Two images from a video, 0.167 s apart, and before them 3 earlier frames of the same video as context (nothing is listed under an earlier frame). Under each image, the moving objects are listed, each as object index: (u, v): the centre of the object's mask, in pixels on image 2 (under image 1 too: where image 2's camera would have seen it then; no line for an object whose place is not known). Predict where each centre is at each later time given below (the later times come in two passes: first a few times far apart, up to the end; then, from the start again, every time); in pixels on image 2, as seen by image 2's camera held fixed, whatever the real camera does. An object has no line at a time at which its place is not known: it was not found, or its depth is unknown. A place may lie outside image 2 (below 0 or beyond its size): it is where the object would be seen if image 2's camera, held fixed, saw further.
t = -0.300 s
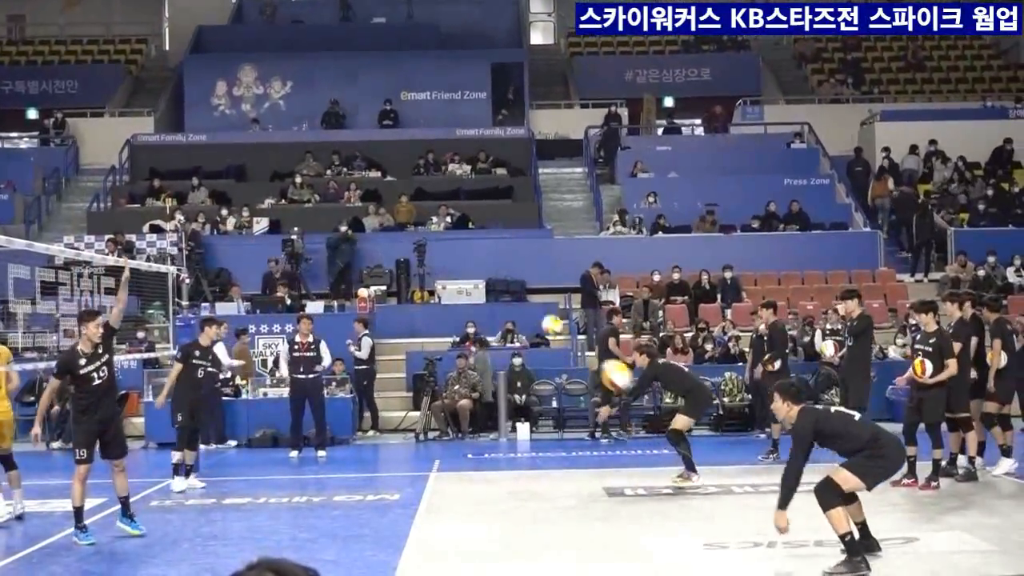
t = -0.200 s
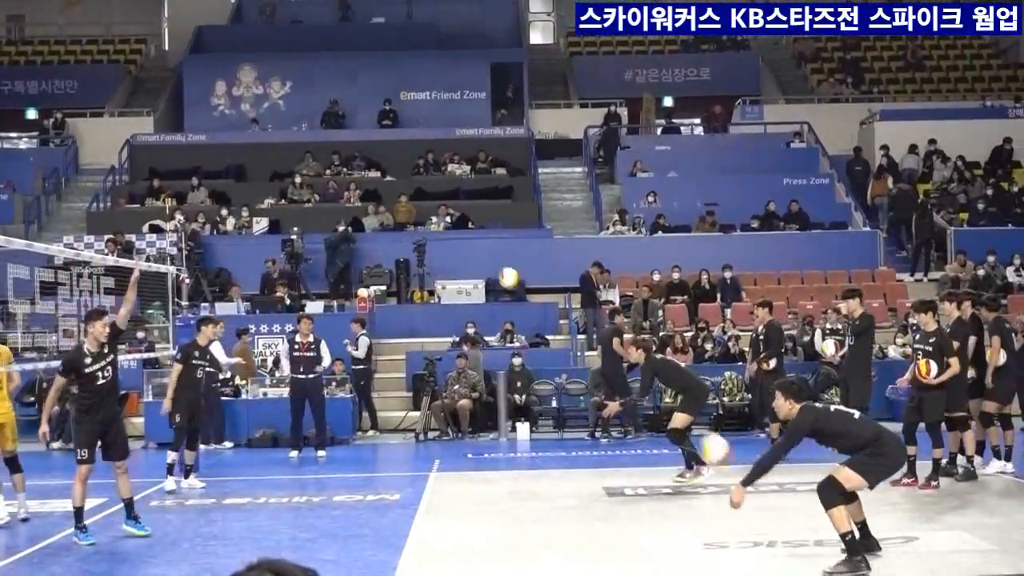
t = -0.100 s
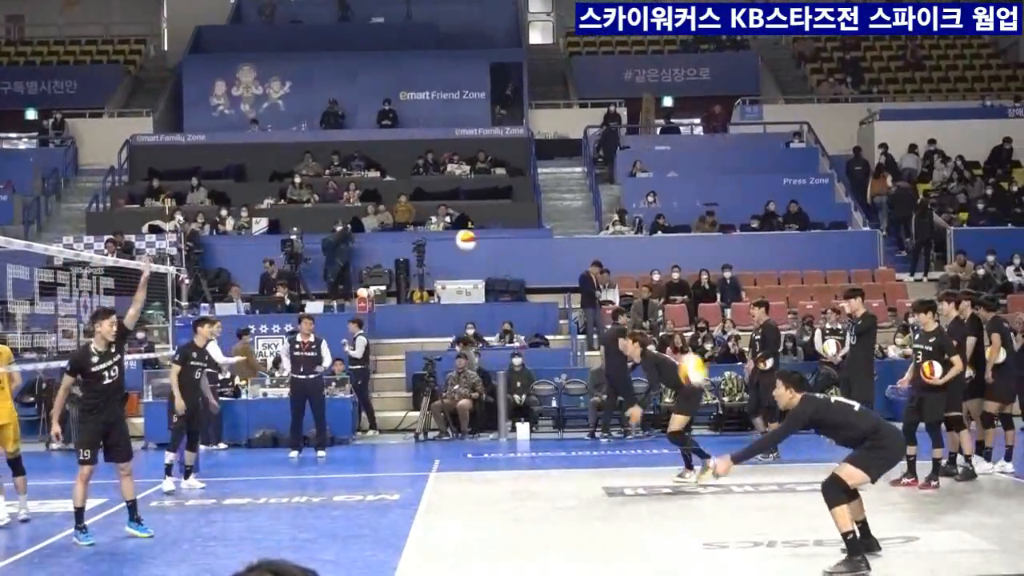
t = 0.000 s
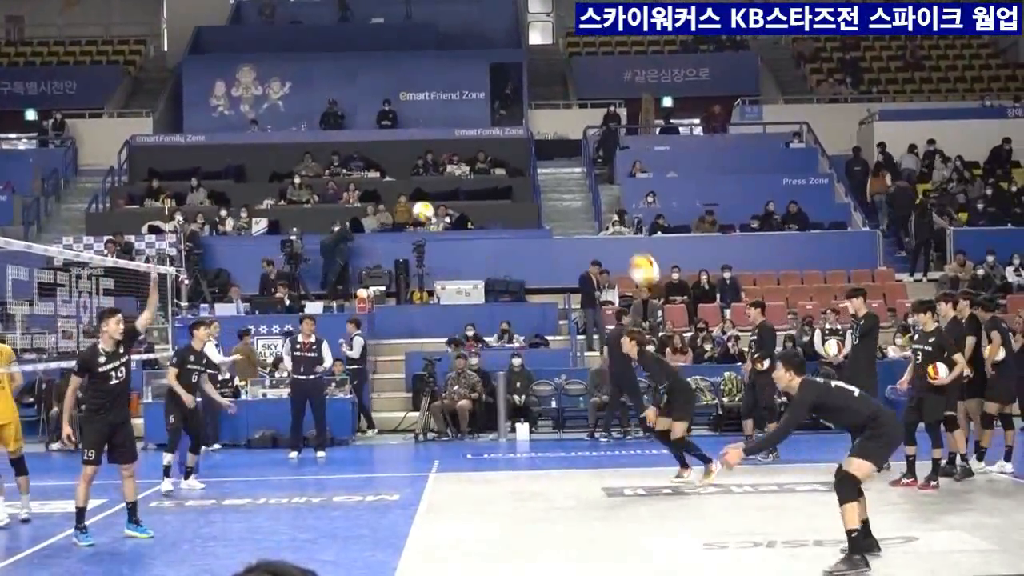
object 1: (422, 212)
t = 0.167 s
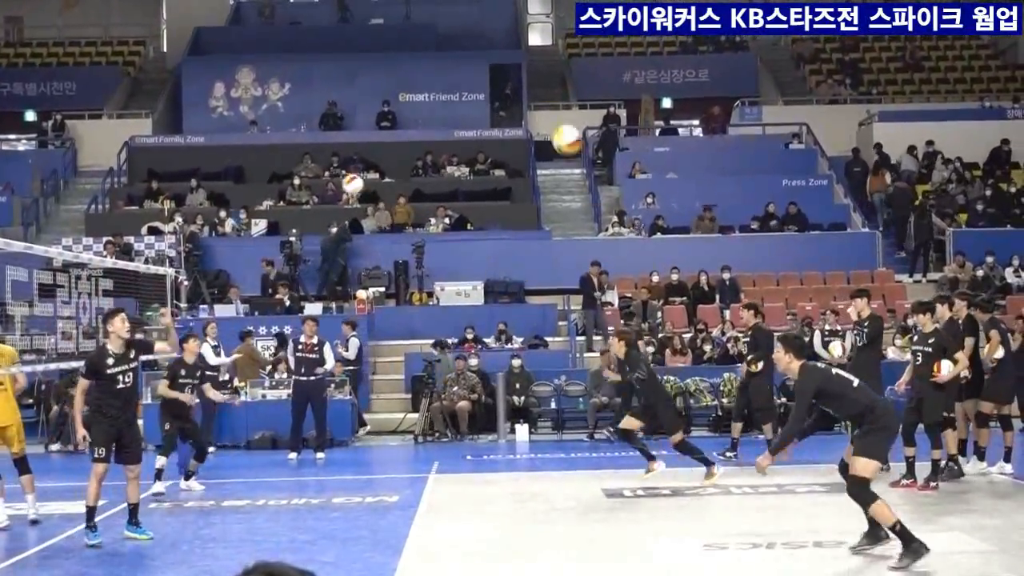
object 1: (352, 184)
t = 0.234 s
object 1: (325, 180)
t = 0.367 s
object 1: (270, 183)
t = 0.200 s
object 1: (338, 182)
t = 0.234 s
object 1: (325, 180)
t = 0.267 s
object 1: (311, 179)
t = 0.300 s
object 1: (297, 179)
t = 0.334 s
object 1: (284, 181)
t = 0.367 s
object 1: (270, 183)
